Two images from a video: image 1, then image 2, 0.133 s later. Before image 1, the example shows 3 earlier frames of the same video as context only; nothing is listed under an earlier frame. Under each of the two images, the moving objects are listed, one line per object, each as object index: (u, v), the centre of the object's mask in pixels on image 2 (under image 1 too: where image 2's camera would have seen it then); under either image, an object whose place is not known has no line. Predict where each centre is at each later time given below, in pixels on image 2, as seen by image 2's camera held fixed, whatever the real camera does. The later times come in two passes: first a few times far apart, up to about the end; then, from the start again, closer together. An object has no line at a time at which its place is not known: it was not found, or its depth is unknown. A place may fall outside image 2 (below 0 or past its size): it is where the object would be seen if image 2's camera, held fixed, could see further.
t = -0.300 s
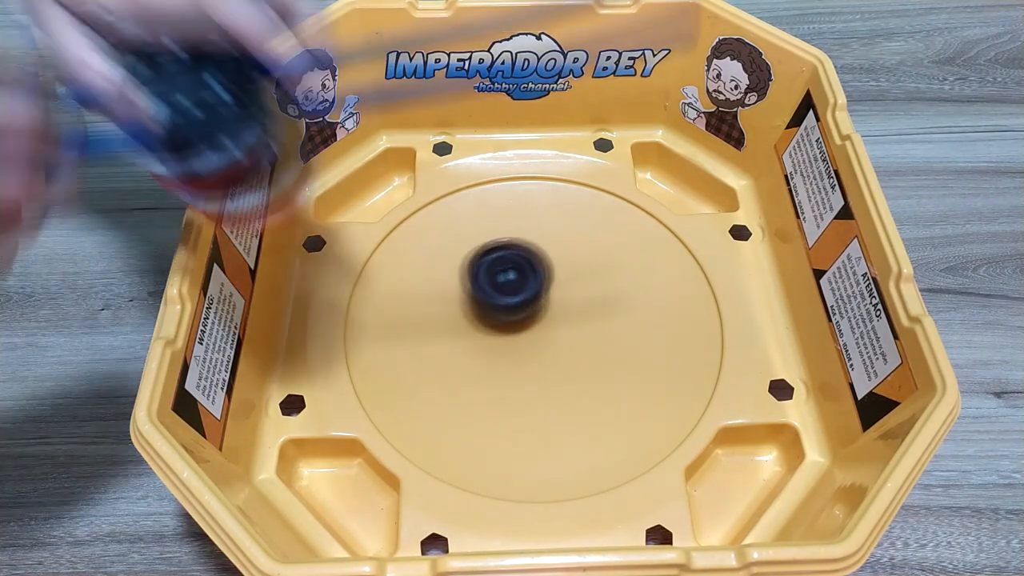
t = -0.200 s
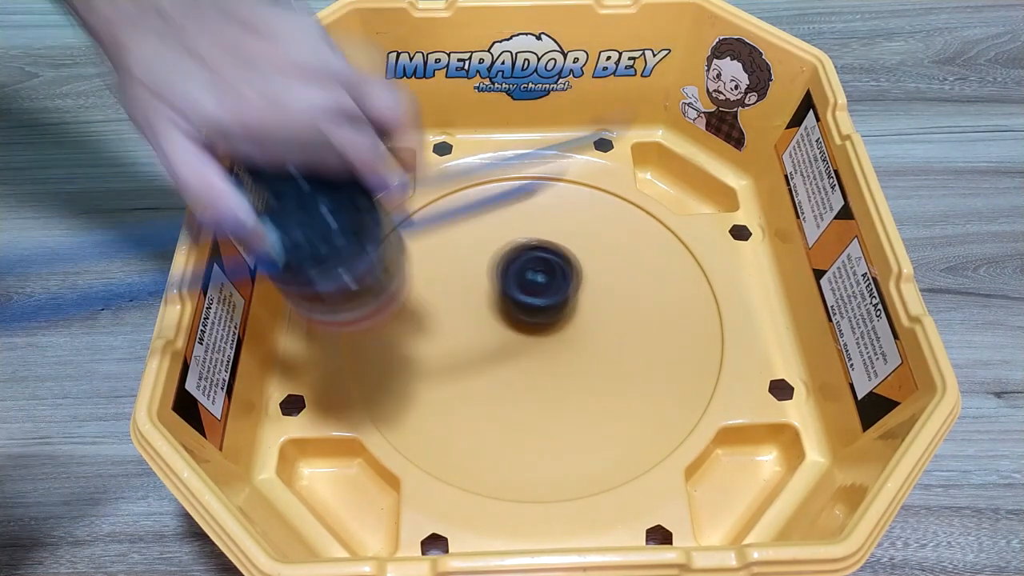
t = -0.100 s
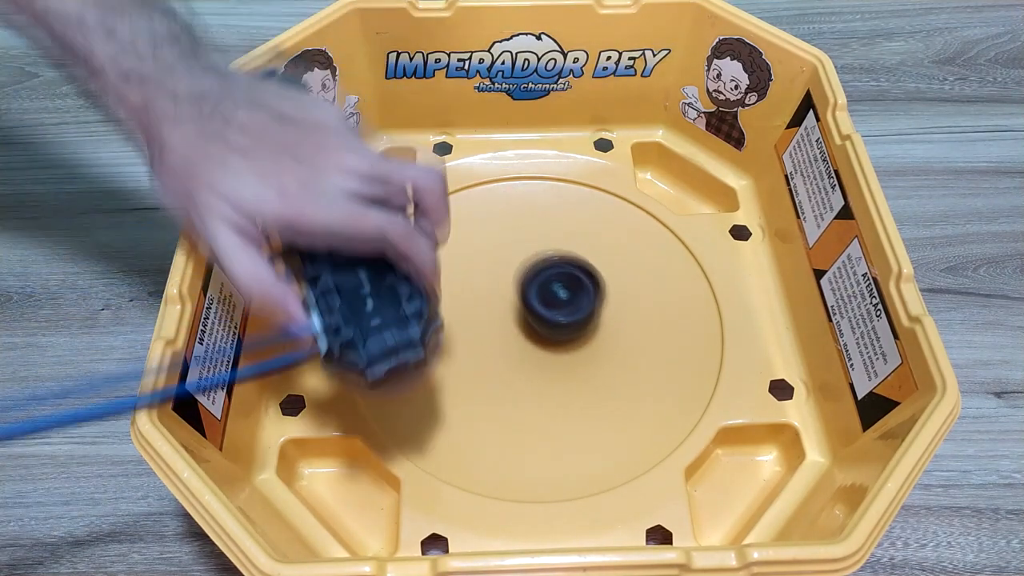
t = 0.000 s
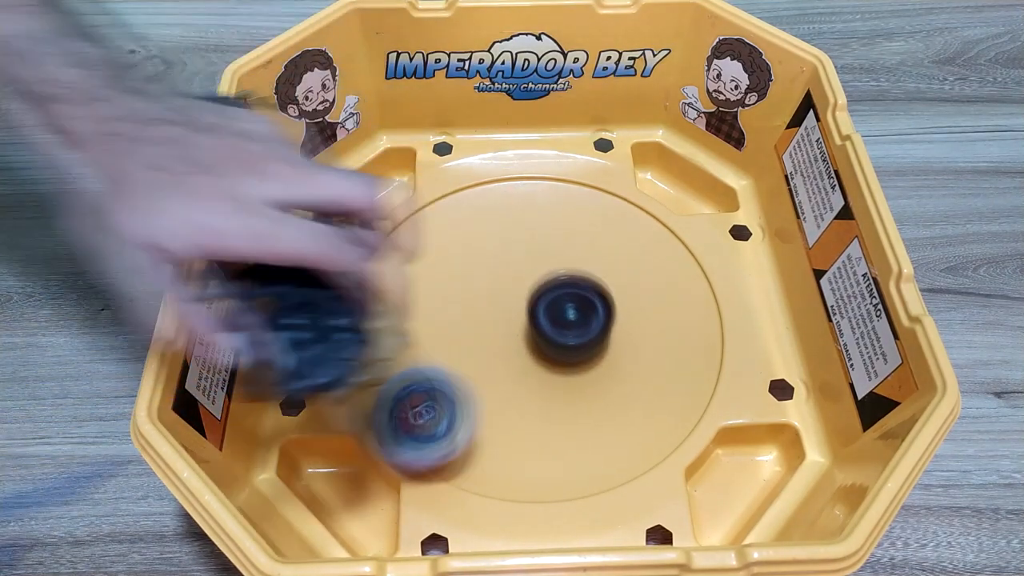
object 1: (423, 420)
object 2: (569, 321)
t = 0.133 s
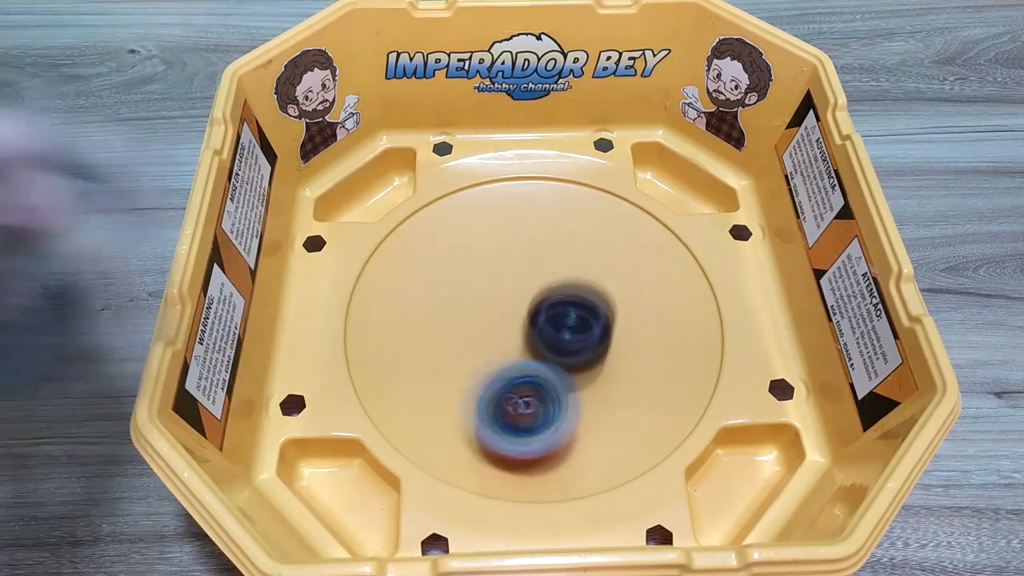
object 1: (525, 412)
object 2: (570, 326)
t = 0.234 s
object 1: (558, 421)
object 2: (583, 277)
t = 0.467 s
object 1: (576, 392)
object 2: (582, 244)
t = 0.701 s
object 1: (560, 376)
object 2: (556, 273)
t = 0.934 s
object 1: (534, 368)
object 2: (530, 270)
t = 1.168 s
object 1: (513, 359)
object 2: (524, 265)
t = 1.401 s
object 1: (510, 351)
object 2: (526, 248)
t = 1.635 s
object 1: (518, 334)
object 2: (514, 241)
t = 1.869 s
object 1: (535, 337)
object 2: (495, 259)
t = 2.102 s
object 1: (570, 353)
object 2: (466, 254)
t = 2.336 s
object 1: (571, 340)
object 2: (481, 299)
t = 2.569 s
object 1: (598, 343)
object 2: (452, 329)
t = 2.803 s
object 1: (583, 334)
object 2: (471, 350)
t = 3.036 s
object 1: (572, 322)
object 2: (475, 368)
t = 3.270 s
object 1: (553, 310)
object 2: (469, 374)
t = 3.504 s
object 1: (540, 301)
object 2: (475, 365)
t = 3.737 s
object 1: (542, 285)
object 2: (489, 362)
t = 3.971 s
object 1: (556, 255)
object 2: (484, 372)
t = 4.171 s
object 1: (552, 258)
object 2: (512, 338)
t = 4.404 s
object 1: (554, 256)
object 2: (505, 366)
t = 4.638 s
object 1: (554, 276)
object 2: (494, 358)
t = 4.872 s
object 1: (558, 288)
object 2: (484, 372)
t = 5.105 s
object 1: (557, 302)
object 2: (484, 369)
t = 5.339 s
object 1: (561, 304)
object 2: (478, 351)
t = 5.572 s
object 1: (568, 302)
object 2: (464, 337)
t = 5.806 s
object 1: (572, 296)
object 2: (462, 327)
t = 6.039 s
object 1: (577, 294)
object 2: (471, 319)
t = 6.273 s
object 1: (584, 293)
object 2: (466, 320)
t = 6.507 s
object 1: (580, 292)
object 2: (481, 326)
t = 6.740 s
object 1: (584, 291)
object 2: (485, 330)
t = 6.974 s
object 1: (571, 294)
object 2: (484, 335)
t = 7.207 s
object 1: (560, 294)
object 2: (476, 345)
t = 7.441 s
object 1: (549, 288)
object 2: (483, 353)
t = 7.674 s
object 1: (548, 282)
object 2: (495, 356)
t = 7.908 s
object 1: (556, 272)
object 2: (507, 359)
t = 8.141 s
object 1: (564, 272)
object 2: (516, 353)
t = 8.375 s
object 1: (573, 274)
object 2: (510, 357)
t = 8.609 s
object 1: (567, 285)
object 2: (504, 351)
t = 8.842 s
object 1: (563, 294)
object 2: (490, 352)
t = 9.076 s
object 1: (554, 296)
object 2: (479, 356)
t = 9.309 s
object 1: (551, 294)
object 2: (476, 351)
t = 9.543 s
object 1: (562, 286)
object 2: (475, 356)
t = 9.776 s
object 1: (574, 279)
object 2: (478, 360)
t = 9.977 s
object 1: (577, 283)
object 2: (482, 355)
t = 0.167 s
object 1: (537, 416)
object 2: (575, 309)
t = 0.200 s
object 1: (550, 421)
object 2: (580, 292)
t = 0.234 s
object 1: (558, 421)
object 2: (583, 277)
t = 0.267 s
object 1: (565, 421)
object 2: (584, 268)
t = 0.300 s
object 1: (569, 419)
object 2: (585, 256)
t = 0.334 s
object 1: (572, 415)
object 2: (585, 249)
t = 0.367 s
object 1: (574, 411)
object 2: (585, 244)
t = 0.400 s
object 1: (574, 406)
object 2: (585, 242)
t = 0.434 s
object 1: (575, 399)
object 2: (584, 242)
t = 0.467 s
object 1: (576, 392)
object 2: (582, 244)
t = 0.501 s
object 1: (576, 384)
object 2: (580, 249)
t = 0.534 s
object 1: (576, 378)
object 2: (578, 256)
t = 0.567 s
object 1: (575, 371)
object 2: (575, 265)
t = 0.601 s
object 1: (573, 366)
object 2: (571, 272)
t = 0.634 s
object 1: (570, 366)
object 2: (566, 279)
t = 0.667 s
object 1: (566, 371)
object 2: (561, 278)
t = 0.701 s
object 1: (560, 376)
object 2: (556, 273)
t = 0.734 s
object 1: (555, 378)
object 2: (551, 270)
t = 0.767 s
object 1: (550, 378)
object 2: (547, 268)
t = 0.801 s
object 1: (547, 377)
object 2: (542, 266)
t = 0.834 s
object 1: (545, 374)
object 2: (539, 266)
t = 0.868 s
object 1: (543, 371)
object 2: (535, 266)
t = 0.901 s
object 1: (538, 370)
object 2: (533, 268)
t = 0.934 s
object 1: (534, 368)
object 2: (530, 270)
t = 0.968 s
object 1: (529, 363)
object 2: (529, 271)
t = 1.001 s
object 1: (525, 361)
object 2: (528, 273)
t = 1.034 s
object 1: (522, 359)
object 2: (527, 275)
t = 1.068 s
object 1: (519, 361)
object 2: (525, 272)
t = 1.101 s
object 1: (517, 361)
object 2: (524, 269)
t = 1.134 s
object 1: (514, 361)
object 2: (524, 267)
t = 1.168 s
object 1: (513, 359)
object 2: (524, 265)
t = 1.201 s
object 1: (513, 355)
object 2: (524, 263)
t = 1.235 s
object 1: (513, 353)
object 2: (525, 262)
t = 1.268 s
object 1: (512, 349)
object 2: (526, 261)
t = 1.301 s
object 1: (510, 345)
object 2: (528, 261)
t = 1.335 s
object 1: (509, 344)
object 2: (529, 260)
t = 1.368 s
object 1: (509, 348)
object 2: (528, 255)
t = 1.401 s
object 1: (510, 351)
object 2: (526, 248)
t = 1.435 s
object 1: (510, 351)
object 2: (525, 242)
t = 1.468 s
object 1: (512, 349)
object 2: (523, 239)
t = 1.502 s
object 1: (513, 348)
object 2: (521, 236)
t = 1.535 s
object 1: (514, 345)
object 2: (519, 235)
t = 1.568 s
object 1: (516, 342)
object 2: (517, 236)
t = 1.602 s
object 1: (516, 339)
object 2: (516, 239)
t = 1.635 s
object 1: (518, 334)
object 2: (514, 241)
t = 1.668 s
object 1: (519, 331)
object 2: (512, 245)
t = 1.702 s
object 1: (522, 334)
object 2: (509, 247)
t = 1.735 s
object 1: (524, 339)
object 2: (505, 248)
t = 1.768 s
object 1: (527, 341)
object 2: (502, 249)
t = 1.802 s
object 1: (530, 341)
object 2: (499, 252)
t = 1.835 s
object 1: (533, 339)
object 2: (497, 255)
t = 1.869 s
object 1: (535, 337)
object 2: (495, 259)
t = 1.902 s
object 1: (545, 343)
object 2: (488, 259)
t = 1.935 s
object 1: (554, 348)
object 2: (481, 255)
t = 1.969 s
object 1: (559, 353)
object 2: (475, 252)
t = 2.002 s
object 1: (564, 355)
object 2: (471, 251)
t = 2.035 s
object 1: (567, 355)
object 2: (469, 251)
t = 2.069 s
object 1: (569, 354)
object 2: (467, 252)
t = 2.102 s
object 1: (570, 353)
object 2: (466, 254)
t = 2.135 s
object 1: (571, 350)
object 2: (466, 257)
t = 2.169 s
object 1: (571, 348)
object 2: (467, 262)
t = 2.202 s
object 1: (572, 346)
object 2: (469, 268)
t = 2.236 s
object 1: (572, 344)
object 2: (471, 274)
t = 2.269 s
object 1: (572, 342)
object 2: (474, 281)
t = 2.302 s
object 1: (572, 341)
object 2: (477, 290)
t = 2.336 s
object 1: (571, 340)
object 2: (481, 299)
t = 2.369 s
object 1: (573, 340)
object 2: (482, 305)
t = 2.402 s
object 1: (583, 343)
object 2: (475, 311)
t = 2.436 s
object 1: (590, 343)
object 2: (467, 315)
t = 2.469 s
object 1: (595, 344)
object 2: (461, 318)
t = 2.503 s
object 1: (597, 344)
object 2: (457, 322)
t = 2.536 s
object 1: (598, 344)
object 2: (454, 326)
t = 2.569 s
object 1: (598, 343)
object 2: (452, 329)
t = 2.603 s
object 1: (597, 342)
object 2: (452, 333)
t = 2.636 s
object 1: (597, 342)
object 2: (452, 336)
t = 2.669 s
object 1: (594, 341)
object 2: (454, 339)
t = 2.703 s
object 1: (593, 337)
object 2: (457, 343)
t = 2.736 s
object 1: (590, 335)
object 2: (461, 345)
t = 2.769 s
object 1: (587, 334)
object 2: (466, 347)
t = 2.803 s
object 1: (583, 334)
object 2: (471, 350)
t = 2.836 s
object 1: (580, 331)
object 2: (478, 351)
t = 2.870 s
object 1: (578, 330)
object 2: (482, 354)
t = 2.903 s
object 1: (579, 327)
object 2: (480, 359)
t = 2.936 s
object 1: (581, 322)
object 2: (478, 363)
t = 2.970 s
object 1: (579, 321)
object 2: (476, 366)
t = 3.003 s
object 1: (575, 321)
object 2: (475, 367)
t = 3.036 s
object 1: (572, 322)
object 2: (475, 368)
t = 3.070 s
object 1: (568, 321)
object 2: (476, 369)
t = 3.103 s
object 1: (565, 321)
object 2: (478, 369)
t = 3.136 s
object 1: (561, 320)
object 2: (478, 370)
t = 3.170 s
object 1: (561, 316)
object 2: (473, 372)
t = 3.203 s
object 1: (560, 313)
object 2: (470, 374)
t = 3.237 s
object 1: (557, 311)
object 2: (469, 375)
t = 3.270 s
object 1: (553, 310)
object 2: (469, 374)
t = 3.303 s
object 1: (549, 312)
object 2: (470, 373)
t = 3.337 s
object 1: (546, 310)
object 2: (472, 370)
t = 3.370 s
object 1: (545, 307)
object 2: (472, 369)
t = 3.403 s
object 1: (545, 304)
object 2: (471, 369)
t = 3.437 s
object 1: (543, 303)
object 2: (472, 368)
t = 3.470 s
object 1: (541, 302)
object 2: (473, 366)
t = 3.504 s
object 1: (540, 301)
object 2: (475, 365)
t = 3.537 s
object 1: (541, 297)
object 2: (474, 366)
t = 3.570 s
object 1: (543, 294)
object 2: (474, 367)
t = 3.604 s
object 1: (544, 291)
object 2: (475, 367)
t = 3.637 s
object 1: (543, 290)
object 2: (477, 366)
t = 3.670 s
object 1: (542, 290)
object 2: (482, 364)
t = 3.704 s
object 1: (541, 287)
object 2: (487, 361)
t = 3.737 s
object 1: (542, 285)
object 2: (489, 362)
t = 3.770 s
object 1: (550, 274)
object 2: (483, 370)
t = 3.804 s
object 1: (555, 266)
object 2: (479, 376)
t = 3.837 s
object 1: (557, 261)
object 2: (477, 380)
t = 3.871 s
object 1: (558, 259)
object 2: (476, 381)
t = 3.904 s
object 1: (558, 257)
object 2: (478, 380)
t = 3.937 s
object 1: (557, 256)
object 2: (481, 377)
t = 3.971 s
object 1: (556, 255)
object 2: (484, 372)
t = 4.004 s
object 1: (556, 256)
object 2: (489, 367)
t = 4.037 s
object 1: (555, 256)
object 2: (494, 361)
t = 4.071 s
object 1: (555, 256)
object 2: (498, 355)
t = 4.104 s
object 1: (554, 255)
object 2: (504, 349)
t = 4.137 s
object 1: (554, 256)
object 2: (508, 344)
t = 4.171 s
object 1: (552, 258)
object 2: (512, 338)
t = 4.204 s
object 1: (554, 256)
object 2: (514, 342)
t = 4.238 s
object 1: (556, 251)
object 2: (512, 351)
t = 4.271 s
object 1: (557, 250)
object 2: (510, 358)
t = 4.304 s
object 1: (557, 251)
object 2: (508, 363)
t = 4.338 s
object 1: (556, 252)
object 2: (506, 366)
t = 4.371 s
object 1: (555, 254)
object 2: (505, 367)
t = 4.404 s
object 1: (554, 256)
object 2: (505, 366)
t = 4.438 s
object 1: (554, 259)
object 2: (504, 365)
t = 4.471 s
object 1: (554, 262)
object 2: (503, 362)
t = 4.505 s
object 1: (552, 266)
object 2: (504, 358)
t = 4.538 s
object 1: (549, 271)
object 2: (503, 355)
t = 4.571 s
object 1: (549, 275)
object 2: (503, 352)
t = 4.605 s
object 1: (552, 277)
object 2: (499, 355)
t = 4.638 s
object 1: (554, 276)
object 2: (494, 358)
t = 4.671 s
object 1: (555, 280)
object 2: (493, 359)
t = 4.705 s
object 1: (555, 283)
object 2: (492, 360)
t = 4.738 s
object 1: (555, 286)
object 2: (492, 360)
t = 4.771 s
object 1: (554, 289)
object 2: (493, 359)
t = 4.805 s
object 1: (554, 291)
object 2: (494, 359)
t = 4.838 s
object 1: (556, 291)
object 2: (490, 365)
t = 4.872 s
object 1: (558, 288)
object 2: (484, 372)
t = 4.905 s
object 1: (558, 289)
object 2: (482, 375)
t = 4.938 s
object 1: (557, 292)
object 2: (481, 376)
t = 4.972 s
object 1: (556, 295)
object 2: (481, 376)
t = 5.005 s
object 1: (554, 298)
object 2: (483, 374)
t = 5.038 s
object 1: (552, 301)
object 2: (487, 371)
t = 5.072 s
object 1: (553, 303)
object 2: (490, 367)
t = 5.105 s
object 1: (557, 302)
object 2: (484, 369)
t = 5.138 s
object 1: (562, 300)
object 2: (480, 370)
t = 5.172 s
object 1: (563, 300)
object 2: (478, 369)
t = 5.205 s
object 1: (563, 301)
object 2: (477, 366)
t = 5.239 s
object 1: (561, 303)
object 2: (477, 362)
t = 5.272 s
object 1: (561, 303)
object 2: (479, 358)
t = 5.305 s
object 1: (560, 305)
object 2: (480, 353)
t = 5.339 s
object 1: (561, 304)
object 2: (478, 351)
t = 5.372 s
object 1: (561, 305)
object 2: (476, 348)
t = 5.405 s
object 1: (562, 305)
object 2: (474, 346)
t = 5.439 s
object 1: (563, 305)
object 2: (472, 345)
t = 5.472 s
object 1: (562, 306)
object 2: (471, 342)
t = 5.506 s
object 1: (562, 305)
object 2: (472, 340)
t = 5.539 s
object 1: (562, 305)
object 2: (473, 337)
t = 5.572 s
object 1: (568, 302)
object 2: (464, 337)
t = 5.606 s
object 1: (574, 299)
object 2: (455, 338)
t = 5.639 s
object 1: (576, 298)
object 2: (450, 338)
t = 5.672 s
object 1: (576, 297)
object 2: (448, 337)
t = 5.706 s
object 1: (575, 297)
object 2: (449, 335)
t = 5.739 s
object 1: (574, 296)
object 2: (452, 333)
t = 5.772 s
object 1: (573, 296)
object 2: (456, 330)
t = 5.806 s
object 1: (572, 296)
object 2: (462, 327)
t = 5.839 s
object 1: (571, 296)
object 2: (469, 325)
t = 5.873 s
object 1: (570, 296)
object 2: (477, 322)
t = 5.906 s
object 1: (572, 295)
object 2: (480, 321)
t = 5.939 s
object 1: (576, 294)
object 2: (475, 321)
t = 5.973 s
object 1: (578, 293)
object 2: (472, 320)
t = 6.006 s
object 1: (578, 294)
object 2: (470, 320)
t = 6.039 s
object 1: (577, 294)
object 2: (471, 319)
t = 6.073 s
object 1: (576, 293)
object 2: (472, 318)
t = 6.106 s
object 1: (576, 293)
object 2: (474, 317)
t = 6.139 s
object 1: (574, 293)
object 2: (478, 316)
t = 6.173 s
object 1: (574, 294)
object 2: (481, 316)
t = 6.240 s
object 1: (581, 292)
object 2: (472, 318)
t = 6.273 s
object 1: (584, 293)
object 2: (466, 320)
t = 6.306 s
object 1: (584, 293)
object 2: (462, 322)
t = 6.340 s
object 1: (583, 293)
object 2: (461, 323)
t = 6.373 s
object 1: (582, 293)
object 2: (463, 325)
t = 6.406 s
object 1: (582, 293)
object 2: (466, 325)
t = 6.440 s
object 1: (582, 292)
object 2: (470, 326)
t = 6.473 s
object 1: (581, 292)
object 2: (476, 326)
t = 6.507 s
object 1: (580, 292)
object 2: (481, 326)
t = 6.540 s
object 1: (580, 292)
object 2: (488, 325)
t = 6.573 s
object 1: (582, 291)
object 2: (489, 326)
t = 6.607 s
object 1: (587, 290)
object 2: (485, 328)
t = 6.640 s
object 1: (590, 290)
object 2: (483, 330)
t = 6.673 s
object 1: (589, 290)
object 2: (482, 331)
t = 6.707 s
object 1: (587, 291)
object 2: (483, 331)
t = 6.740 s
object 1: (584, 291)
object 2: (485, 330)
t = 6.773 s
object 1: (582, 291)
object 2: (488, 329)
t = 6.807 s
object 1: (579, 293)
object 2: (491, 329)
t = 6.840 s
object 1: (579, 291)
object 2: (490, 330)
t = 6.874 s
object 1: (577, 292)
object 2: (488, 332)
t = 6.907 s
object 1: (575, 293)
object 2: (488, 333)
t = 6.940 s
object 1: (573, 293)
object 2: (486, 334)
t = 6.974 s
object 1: (571, 294)
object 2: (484, 335)
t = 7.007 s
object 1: (572, 292)
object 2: (479, 338)
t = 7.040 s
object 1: (570, 292)
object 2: (477, 340)
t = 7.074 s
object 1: (567, 293)
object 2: (476, 341)
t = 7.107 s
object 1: (564, 294)
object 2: (477, 341)
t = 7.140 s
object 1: (561, 295)
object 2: (479, 340)
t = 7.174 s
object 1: (561, 293)
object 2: (477, 343)
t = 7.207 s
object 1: (560, 294)
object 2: (476, 345)
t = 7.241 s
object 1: (559, 292)
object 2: (476, 347)
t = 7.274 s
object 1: (556, 293)
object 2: (478, 347)
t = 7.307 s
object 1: (555, 292)
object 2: (479, 349)
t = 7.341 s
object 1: (555, 290)
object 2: (478, 352)
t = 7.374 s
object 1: (553, 289)
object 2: (478, 353)
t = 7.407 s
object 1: (551, 289)
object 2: (480, 354)
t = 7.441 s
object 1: (549, 288)
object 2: (483, 353)
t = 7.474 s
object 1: (549, 286)
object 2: (484, 354)
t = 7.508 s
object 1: (549, 286)
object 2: (485, 356)
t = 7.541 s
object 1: (548, 286)
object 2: (487, 356)
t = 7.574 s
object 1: (547, 286)
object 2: (490, 357)
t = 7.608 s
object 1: (548, 284)
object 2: (491, 357)
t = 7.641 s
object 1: (548, 283)
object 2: (492, 357)
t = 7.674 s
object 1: (548, 282)
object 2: (495, 356)
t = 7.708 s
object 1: (548, 280)
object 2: (497, 356)
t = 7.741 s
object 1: (549, 278)
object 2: (498, 356)
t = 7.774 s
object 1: (552, 275)
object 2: (499, 359)
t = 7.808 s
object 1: (554, 273)
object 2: (500, 361)
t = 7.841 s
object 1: (555, 272)
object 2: (502, 362)
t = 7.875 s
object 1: (555, 272)
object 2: (504, 361)
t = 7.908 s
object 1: (556, 272)
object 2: (507, 359)
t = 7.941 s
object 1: (556, 272)
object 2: (510, 357)
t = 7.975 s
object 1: (557, 272)
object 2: (513, 353)
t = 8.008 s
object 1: (558, 271)
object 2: (516, 350)
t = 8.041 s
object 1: (560, 270)
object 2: (516, 351)
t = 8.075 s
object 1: (562, 269)
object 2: (515, 353)
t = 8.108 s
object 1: (564, 270)
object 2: (516, 353)
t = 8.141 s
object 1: (564, 272)
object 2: (516, 353)
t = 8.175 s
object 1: (565, 273)
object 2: (517, 351)
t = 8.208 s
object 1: (566, 274)
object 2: (519, 349)
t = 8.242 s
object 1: (568, 274)
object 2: (519, 349)
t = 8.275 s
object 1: (568, 275)
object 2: (518, 349)
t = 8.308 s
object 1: (569, 275)
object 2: (518, 348)
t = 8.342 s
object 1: (571, 275)
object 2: (515, 353)
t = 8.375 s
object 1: (573, 274)
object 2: (510, 357)
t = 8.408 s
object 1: (573, 275)
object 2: (506, 359)
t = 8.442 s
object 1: (572, 276)
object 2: (504, 360)
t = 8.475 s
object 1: (571, 278)
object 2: (503, 359)
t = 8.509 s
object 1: (570, 280)
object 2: (503, 358)
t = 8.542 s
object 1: (569, 282)
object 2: (504, 356)
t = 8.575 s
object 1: (568, 285)
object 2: (505, 353)
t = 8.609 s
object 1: (567, 285)
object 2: (504, 351)
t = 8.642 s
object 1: (570, 285)
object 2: (498, 354)
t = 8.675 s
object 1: (571, 285)
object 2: (494, 356)
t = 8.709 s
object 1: (570, 287)
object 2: (491, 357)
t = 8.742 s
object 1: (568, 289)
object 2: (489, 356)
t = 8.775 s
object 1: (567, 290)
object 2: (489, 355)
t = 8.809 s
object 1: (565, 291)
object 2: (489, 354)
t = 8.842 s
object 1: (563, 294)
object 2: (490, 352)
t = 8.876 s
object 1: (562, 294)
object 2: (490, 352)
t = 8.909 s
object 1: (564, 292)
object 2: (484, 356)
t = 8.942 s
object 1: (564, 292)
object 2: (479, 358)
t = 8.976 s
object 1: (562, 294)
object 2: (476, 359)
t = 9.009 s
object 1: (560, 294)
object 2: (476, 359)
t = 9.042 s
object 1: (557, 294)
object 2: (477, 358)
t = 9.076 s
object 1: (554, 296)
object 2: (479, 356)
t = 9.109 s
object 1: (554, 295)
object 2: (480, 354)
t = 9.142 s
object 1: (555, 294)
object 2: (478, 355)
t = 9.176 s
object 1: (556, 293)
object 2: (476, 355)
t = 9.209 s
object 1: (554, 294)
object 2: (475, 354)
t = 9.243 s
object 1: (552, 294)
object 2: (476, 353)
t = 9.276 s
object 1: (551, 295)
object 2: (476, 352)
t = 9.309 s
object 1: (551, 294)
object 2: (476, 351)
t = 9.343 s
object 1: (552, 293)
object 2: (475, 351)
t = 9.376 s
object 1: (551, 292)
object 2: (475, 350)
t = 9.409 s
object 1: (552, 291)
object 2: (477, 350)
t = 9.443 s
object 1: (555, 288)
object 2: (475, 351)
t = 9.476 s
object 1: (558, 286)
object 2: (473, 354)
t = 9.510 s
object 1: (560, 286)
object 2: (473, 355)
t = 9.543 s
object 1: (562, 286)
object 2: (475, 356)
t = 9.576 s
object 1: (562, 286)
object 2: (478, 355)
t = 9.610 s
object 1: (561, 287)
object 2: (482, 353)
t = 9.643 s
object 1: (560, 286)
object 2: (487, 351)
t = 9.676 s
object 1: (560, 286)
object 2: (492, 349)
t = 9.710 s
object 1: (562, 286)
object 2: (493, 348)
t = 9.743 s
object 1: (569, 281)
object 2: (484, 355)
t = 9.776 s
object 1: (574, 279)
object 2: (478, 360)
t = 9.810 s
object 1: (576, 279)
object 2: (474, 363)
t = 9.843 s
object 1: (576, 279)
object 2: (473, 363)
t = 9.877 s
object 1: (577, 280)
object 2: (473, 363)
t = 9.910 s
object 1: (577, 280)
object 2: (475, 361)
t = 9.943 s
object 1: (577, 282)
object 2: (478, 358)
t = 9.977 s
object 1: (577, 283)
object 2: (482, 355)
